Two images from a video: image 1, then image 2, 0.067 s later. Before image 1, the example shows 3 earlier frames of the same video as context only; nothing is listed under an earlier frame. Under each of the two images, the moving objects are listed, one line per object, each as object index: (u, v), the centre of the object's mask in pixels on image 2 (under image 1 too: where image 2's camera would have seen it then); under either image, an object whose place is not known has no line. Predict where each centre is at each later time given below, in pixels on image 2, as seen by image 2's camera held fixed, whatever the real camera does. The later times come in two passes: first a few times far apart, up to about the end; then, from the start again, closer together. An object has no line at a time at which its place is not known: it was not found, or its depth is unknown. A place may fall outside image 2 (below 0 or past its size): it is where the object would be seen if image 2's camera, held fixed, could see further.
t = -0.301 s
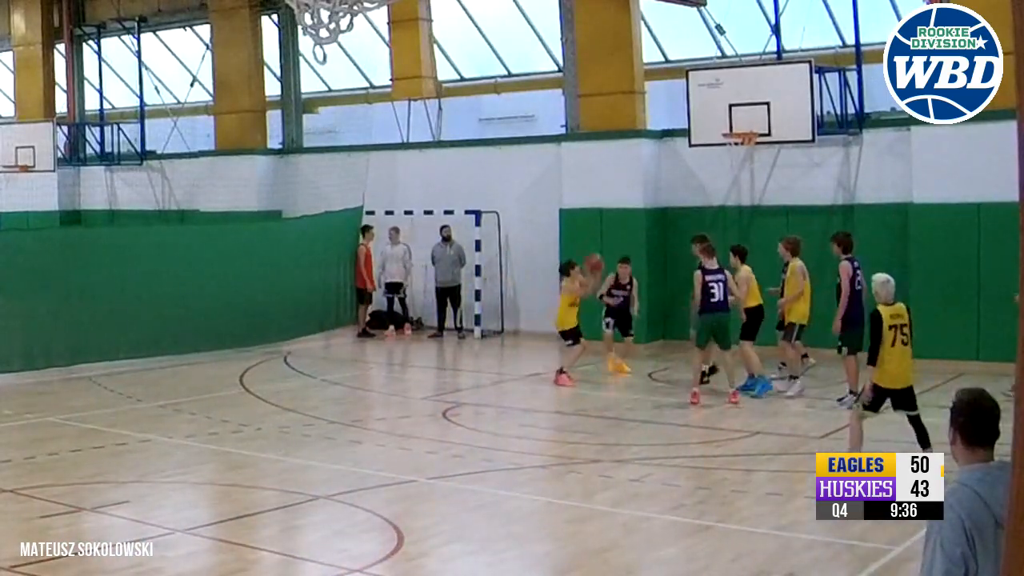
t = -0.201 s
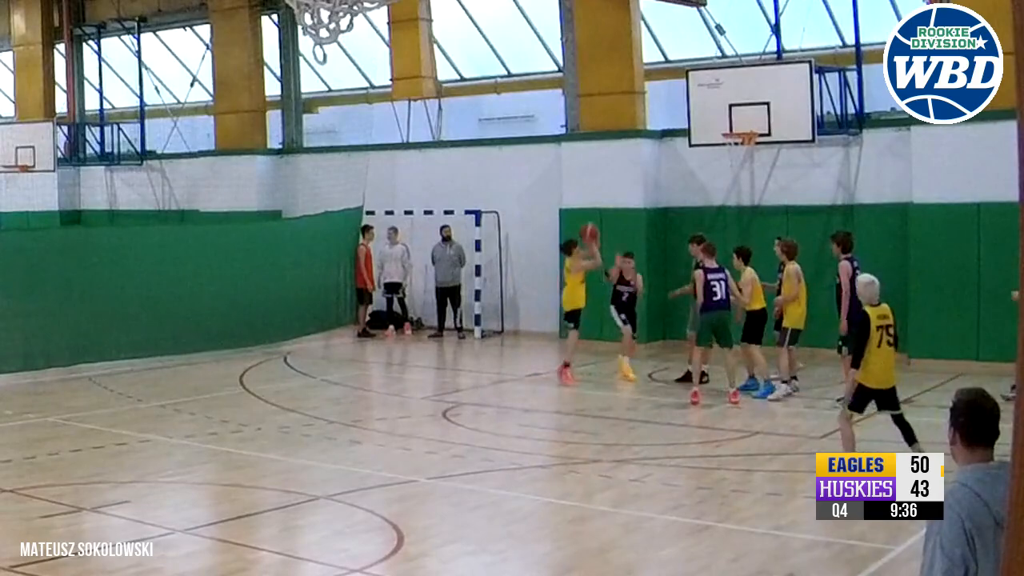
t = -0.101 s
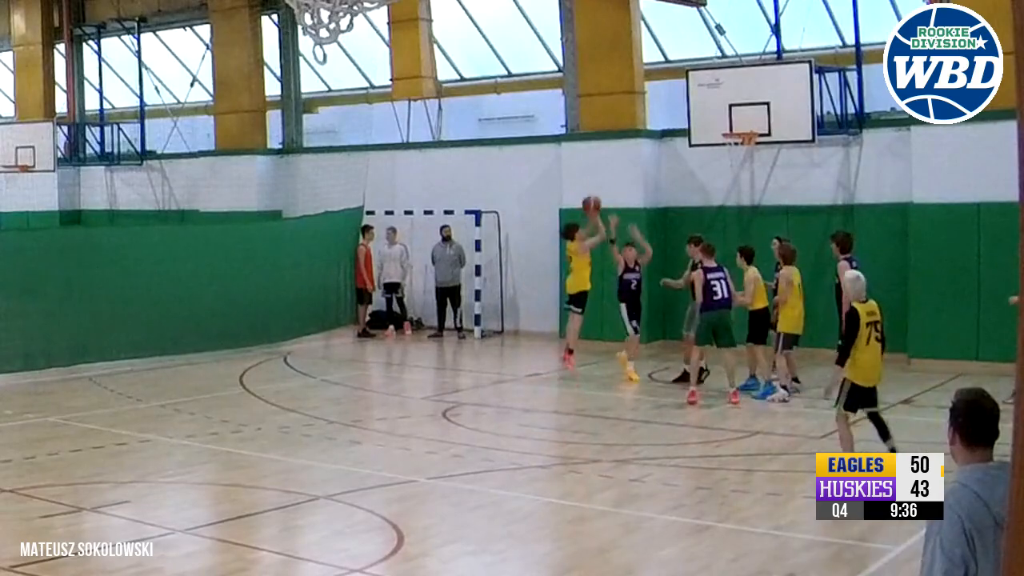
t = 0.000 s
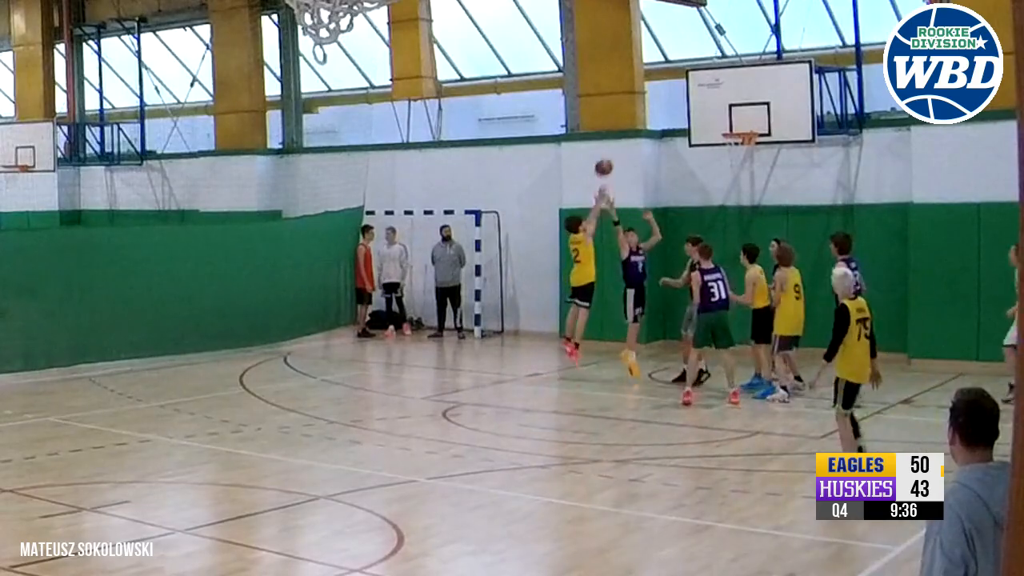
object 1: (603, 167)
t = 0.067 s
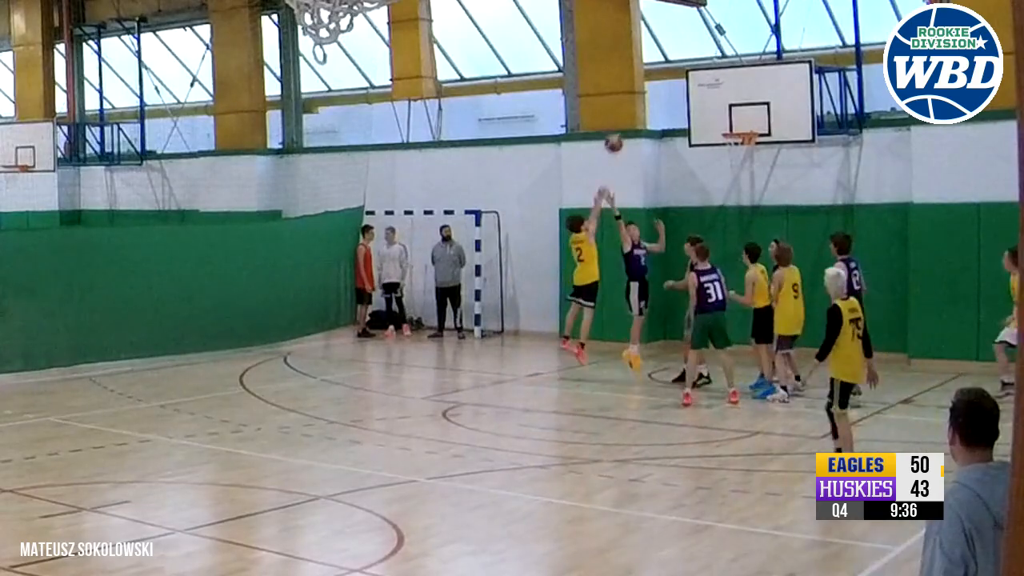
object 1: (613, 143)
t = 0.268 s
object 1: (644, 95)
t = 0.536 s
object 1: (684, 80)
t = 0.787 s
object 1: (722, 117)
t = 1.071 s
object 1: (762, 205)
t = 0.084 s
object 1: (616, 138)
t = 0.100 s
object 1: (619, 133)
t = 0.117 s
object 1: (621, 128)
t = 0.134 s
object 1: (623, 122)
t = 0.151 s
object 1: (626, 119)
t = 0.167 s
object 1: (628, 115)
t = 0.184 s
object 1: (631, 112)
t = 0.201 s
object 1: (633, 108)
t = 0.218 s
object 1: (636, 105)
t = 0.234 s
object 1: (639, 100)
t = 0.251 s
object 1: (642, 97)
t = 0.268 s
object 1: (644, 95)
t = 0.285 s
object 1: (646, 92)
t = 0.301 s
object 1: (649, 90)
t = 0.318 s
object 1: (651, 88)
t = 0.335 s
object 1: (654, 86)
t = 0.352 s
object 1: (656, 84)
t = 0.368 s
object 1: (659, 83)
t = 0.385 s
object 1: (661, 82)
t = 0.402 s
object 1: (664, 81)
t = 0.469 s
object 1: (674, 79)
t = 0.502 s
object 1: (679, 81)
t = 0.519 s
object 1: (682, 80)
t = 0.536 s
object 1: (684, 80)
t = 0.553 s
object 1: (687, 80)
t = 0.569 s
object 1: (690, 81)
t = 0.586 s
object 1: (692, 83)
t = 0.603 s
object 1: (695, 84)
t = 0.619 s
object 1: (697, 87)
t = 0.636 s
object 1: (700, 89)
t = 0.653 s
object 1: (702, 91)
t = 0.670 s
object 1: (705, 93)
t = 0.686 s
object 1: (708, 96)
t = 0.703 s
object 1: (710, 99)
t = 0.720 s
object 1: (713, 102)
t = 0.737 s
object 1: (716, 105)
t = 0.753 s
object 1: (718, 109)
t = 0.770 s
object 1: (720, 112)
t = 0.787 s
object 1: (722, 117)
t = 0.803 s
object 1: (726, 121)
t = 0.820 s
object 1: (728, 125)
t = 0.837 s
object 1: (731, 130)
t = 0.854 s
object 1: (733, 134)
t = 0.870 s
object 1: (734, 138)
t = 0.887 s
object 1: (739, 141)
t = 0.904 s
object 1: (740, 149)
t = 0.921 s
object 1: (744, 154)
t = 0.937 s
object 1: (746, 159)
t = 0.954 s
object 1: (748, 164)
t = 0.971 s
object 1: (750, 169)
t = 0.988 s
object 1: (752, 175)
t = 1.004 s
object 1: (754, 181)
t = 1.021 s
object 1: (757, 187)
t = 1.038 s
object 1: (758, 193)
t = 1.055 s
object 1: (760, 199)
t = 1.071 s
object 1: (762, 205)
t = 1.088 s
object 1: (764, 212)
